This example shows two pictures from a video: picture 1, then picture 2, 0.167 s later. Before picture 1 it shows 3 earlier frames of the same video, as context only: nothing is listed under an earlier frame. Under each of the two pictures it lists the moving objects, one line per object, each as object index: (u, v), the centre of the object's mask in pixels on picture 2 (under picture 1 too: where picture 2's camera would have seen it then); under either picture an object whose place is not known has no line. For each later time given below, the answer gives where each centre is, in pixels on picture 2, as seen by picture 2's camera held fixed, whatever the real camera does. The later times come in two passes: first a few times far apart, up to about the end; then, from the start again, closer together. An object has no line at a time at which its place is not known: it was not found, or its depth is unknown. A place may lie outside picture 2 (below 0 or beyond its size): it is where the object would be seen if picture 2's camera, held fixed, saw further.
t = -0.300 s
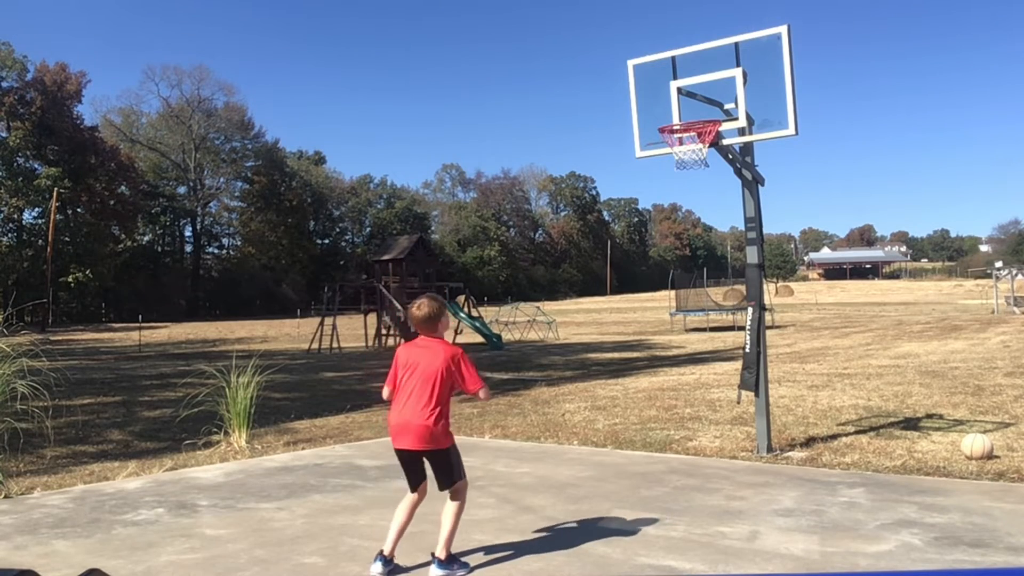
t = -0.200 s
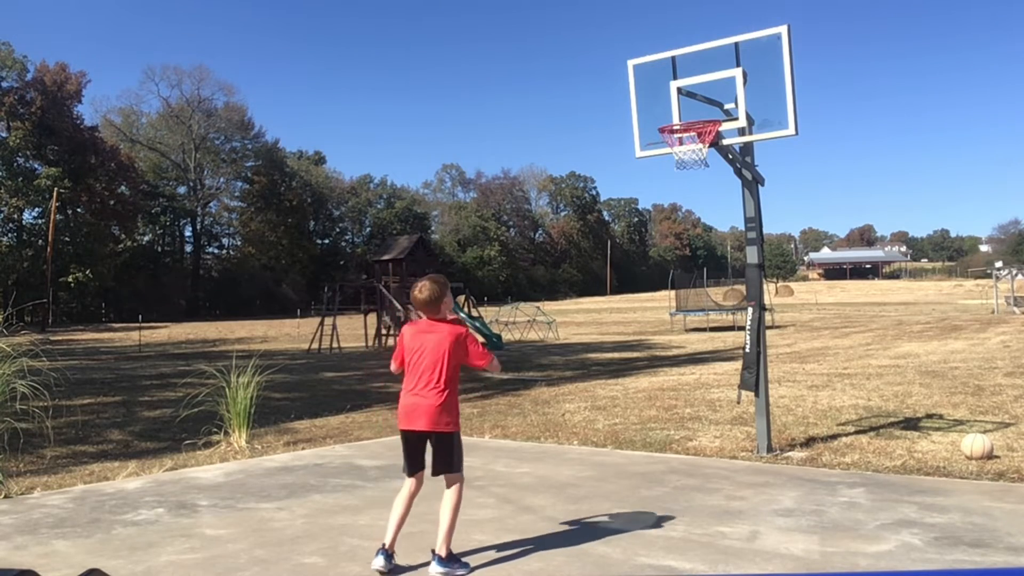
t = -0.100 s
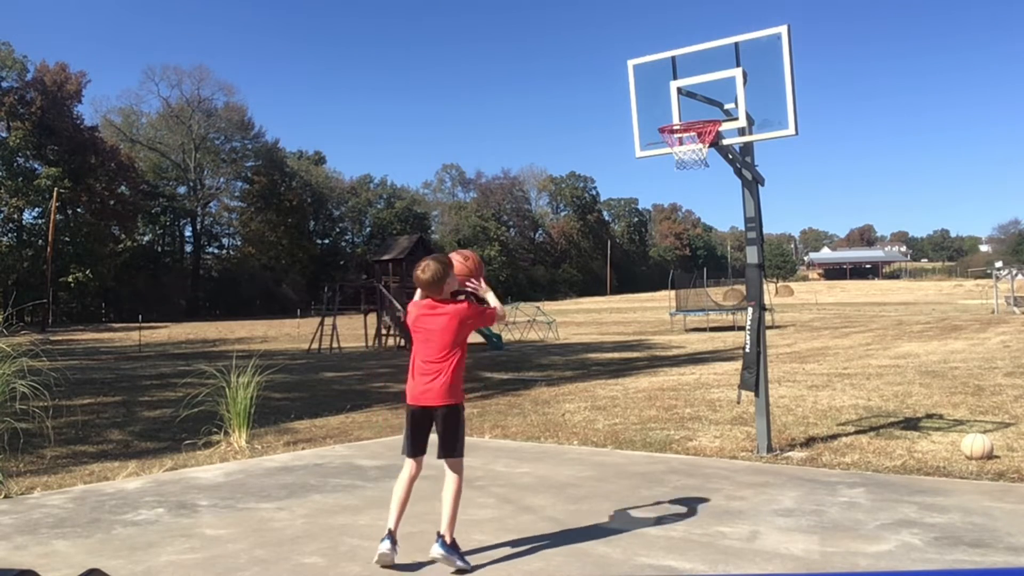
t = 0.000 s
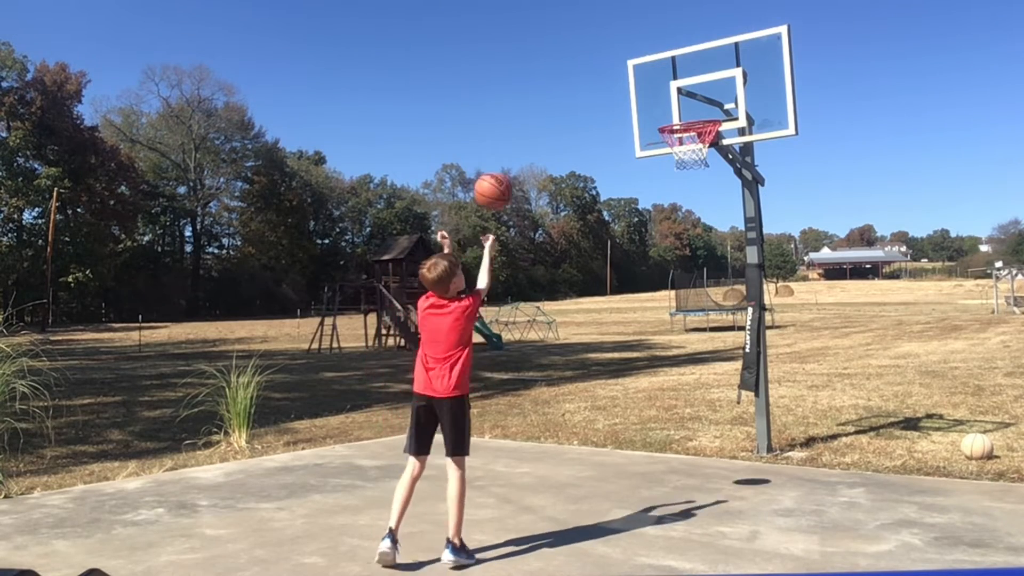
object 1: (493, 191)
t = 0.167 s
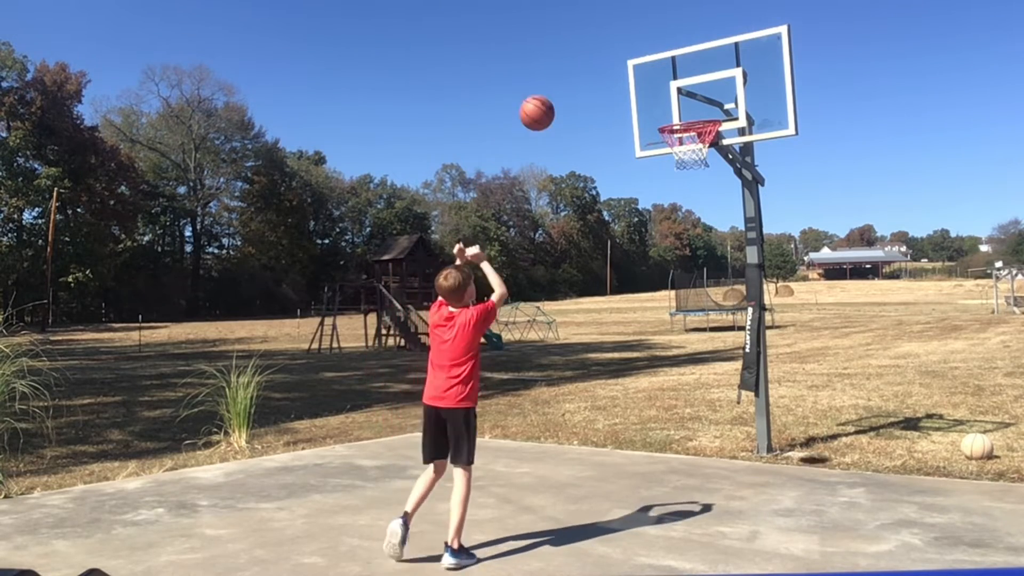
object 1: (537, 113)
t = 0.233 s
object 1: (552, 97)
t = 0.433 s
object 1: (592, 88)
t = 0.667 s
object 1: (629, 136)
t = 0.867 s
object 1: (593, 198)
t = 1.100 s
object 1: (550, 340)
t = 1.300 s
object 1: (514, 434)
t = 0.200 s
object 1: (545, 104)
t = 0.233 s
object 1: (552, 97)
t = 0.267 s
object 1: (559, 91)
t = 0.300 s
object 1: (566, 88)
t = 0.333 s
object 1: (573, 86)
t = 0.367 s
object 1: (580, 85)
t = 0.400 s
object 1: (586, 86)
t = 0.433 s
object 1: (592, 88)
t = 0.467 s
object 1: (598, 91)
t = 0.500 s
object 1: (604, 96)
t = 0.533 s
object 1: (609, 102)
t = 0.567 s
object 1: (615, 109)
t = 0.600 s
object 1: (620, 117)
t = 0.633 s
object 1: (625, 127)
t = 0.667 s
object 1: (629, 136)
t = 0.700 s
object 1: (623, 143)
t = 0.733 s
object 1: (617, 151)
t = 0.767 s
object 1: (611, 160)
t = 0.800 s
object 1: (605, 171)
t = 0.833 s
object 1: (599, 184)
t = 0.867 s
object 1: (593, 198)
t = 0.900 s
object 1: (587, 213)
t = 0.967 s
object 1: (575, 249)
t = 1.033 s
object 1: (562, 291)
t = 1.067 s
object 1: (556, 315)
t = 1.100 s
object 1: (550, 340)
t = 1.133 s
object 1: (543, 368)
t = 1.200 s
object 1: (531, 429)
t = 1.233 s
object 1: (525, 463)
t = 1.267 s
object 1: (519, 456)
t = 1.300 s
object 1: (514, 434)
